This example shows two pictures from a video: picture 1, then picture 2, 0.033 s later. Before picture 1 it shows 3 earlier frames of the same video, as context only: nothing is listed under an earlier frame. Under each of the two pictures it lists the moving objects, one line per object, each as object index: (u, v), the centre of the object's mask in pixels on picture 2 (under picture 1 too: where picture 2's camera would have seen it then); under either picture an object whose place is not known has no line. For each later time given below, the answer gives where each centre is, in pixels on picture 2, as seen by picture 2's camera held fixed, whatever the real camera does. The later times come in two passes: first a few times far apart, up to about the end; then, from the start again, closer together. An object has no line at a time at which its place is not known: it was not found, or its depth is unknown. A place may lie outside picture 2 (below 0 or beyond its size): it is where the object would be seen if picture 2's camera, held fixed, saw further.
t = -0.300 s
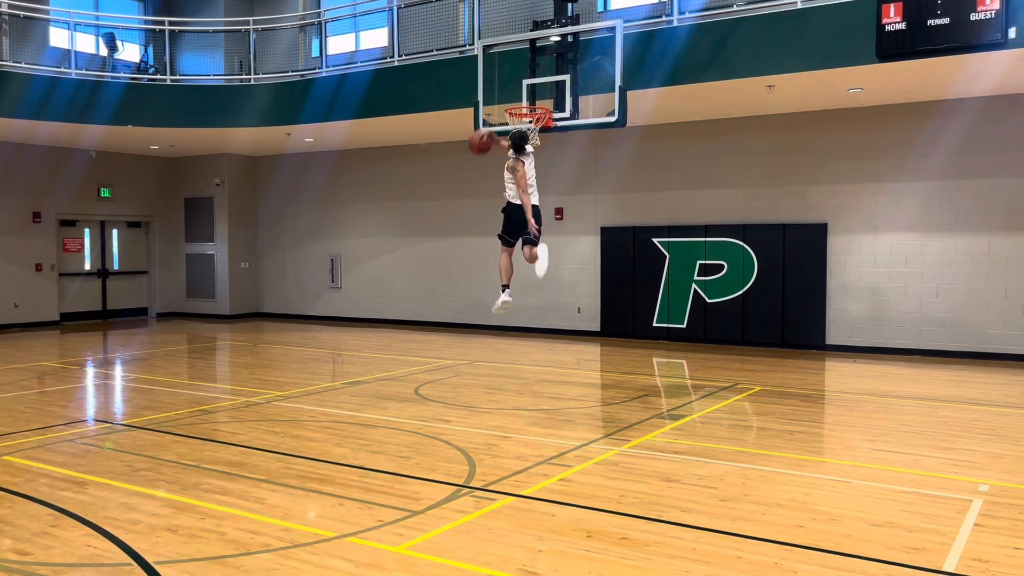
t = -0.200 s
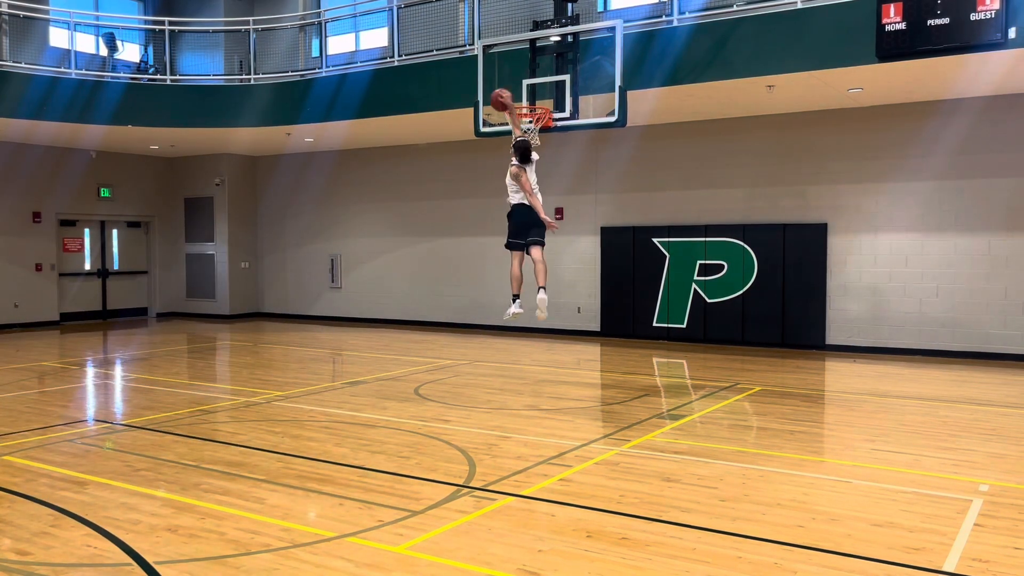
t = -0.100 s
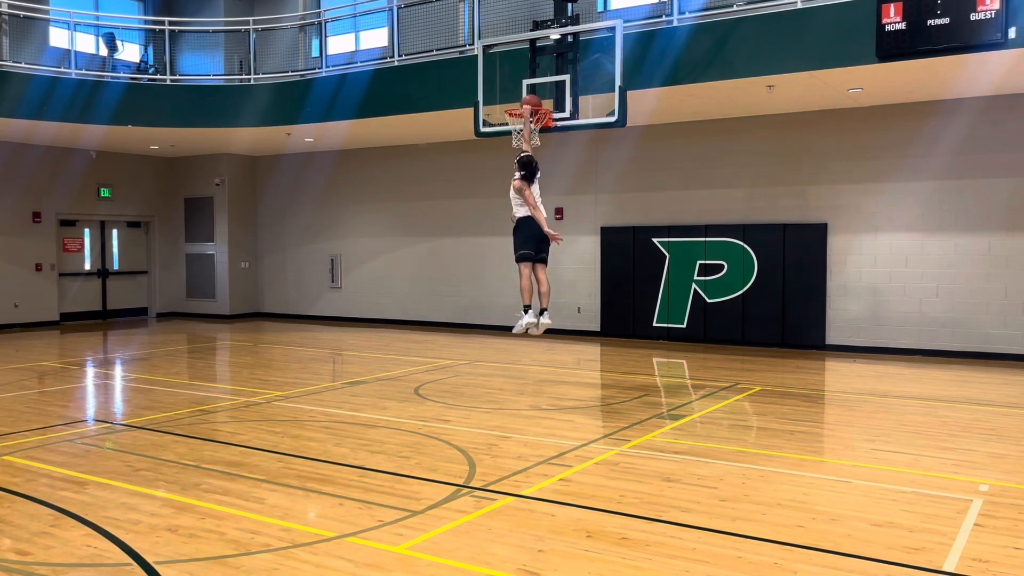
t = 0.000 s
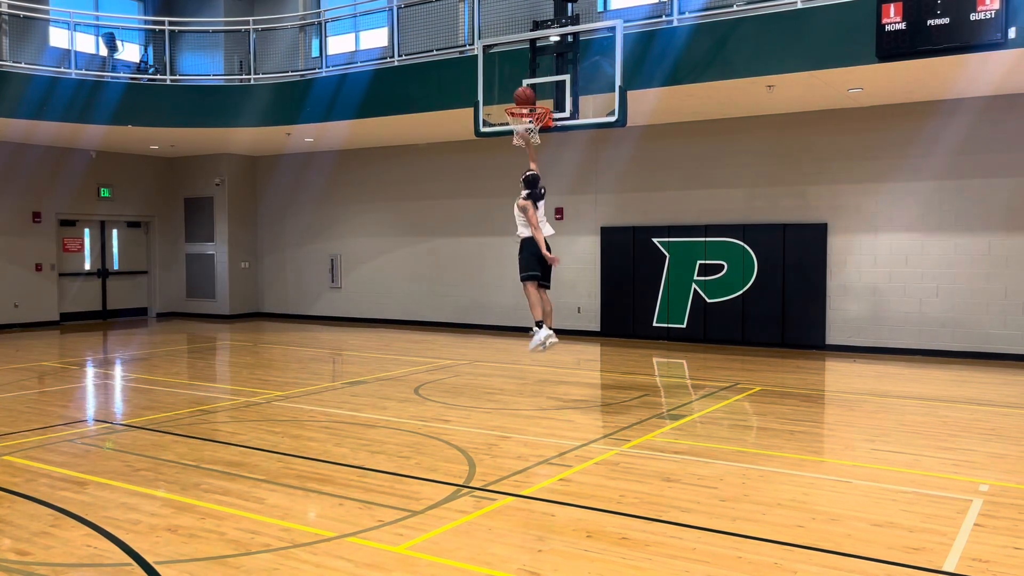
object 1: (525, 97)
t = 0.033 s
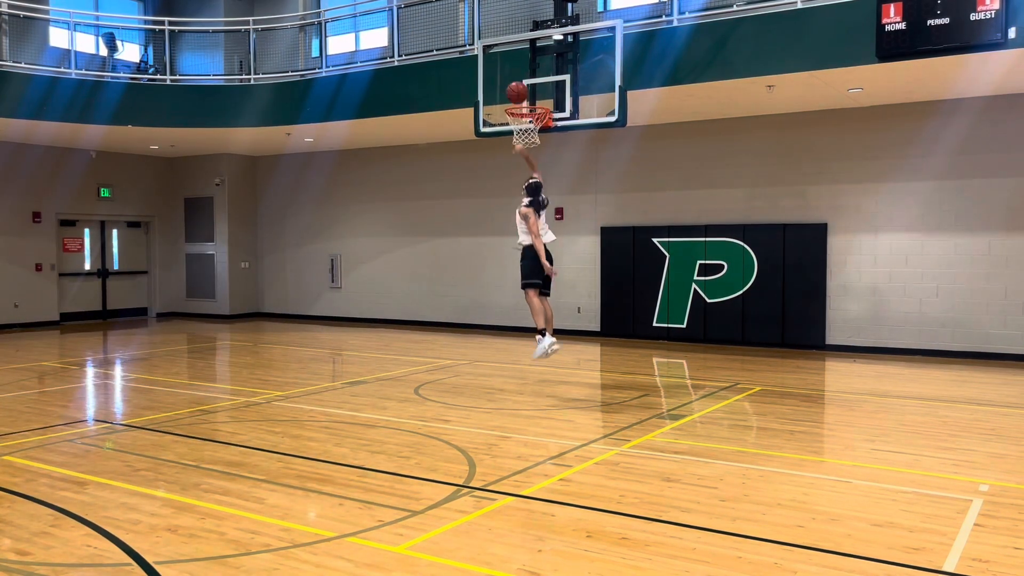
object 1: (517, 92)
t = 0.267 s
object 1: (465, 87)
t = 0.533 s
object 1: (404, 143)
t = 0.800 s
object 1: (343, 268)
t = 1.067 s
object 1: (294, 359)
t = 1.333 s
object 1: (277, 283)
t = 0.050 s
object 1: (513, 91)
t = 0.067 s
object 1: (509, 88)
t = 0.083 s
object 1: (506, 87)
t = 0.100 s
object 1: (502, 86)
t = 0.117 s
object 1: (499, 85)
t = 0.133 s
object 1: (495, 84)
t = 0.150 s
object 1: (491, 83)
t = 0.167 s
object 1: (488, 83)
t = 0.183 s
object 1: (483, 83)
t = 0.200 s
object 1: (480, 84)
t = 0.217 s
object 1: (476, 84)
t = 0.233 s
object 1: (472, 84)
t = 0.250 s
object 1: (469, 86)
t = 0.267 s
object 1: (465, 87)
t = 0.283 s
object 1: (461, 88)
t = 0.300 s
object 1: (458, 90)
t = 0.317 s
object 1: (454, 92)
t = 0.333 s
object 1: (450, 95)
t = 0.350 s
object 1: (446, 97)
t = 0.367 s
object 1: (442, 100)
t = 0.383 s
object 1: (439, 103)
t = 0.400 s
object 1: (435, 106)
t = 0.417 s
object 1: (431, 110)
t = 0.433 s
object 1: (427, 114)
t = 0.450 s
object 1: (424, 118)
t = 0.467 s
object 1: (420, 122)
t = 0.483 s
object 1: (416, 128)
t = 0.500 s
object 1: (412, 132)
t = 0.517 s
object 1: (408, 138)
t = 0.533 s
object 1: (404, 143)
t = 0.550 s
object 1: (401, 149)
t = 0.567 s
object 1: (396, 155)
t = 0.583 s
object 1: (392, 161)
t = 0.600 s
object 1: (389, 168)
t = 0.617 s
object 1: (385, 175)
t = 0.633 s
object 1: (381, 182)
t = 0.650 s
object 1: (377, 189)
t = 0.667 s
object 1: (373, 197)
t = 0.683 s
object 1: (370, 205)
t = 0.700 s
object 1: (366, 213)
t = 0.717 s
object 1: (362, 221)
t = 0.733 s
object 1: (358, 230)
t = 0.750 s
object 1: (354, 239)
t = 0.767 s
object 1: (350, 248)
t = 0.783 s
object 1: (347, 258)
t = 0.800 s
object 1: (343, 268)
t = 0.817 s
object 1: (339, 278)
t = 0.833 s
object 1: (335, 289)
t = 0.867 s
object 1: (327, 310)
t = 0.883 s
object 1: (323, 321)
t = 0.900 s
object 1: (319, 332)
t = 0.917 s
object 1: (315, 344)
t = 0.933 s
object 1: (311, 356)
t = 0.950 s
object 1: (307, 368)
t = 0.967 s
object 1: (303, 380)
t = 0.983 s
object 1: (299, 393)
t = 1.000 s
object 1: (298, 388)
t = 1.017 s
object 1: (297, 380)
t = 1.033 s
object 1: (296, 373)
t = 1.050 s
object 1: (295, 365)
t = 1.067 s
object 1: (294, 359)
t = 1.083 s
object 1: (293, 352)
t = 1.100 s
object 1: (292, 345)
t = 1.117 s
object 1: (291, 339)
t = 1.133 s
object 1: (290, 333)
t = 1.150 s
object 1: (289, 327)
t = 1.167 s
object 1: (287, 322)
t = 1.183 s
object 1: (287, 317)
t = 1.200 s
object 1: (285, 313)
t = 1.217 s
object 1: (285, 308)
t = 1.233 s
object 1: (283, 304)
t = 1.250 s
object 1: (282, 299)
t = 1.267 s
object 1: (282, 296)
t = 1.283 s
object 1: (280, 292)
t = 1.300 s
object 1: (279, 289)
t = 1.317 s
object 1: (278, 286)
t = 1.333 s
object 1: (277, 283)
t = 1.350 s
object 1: (277, 281)
